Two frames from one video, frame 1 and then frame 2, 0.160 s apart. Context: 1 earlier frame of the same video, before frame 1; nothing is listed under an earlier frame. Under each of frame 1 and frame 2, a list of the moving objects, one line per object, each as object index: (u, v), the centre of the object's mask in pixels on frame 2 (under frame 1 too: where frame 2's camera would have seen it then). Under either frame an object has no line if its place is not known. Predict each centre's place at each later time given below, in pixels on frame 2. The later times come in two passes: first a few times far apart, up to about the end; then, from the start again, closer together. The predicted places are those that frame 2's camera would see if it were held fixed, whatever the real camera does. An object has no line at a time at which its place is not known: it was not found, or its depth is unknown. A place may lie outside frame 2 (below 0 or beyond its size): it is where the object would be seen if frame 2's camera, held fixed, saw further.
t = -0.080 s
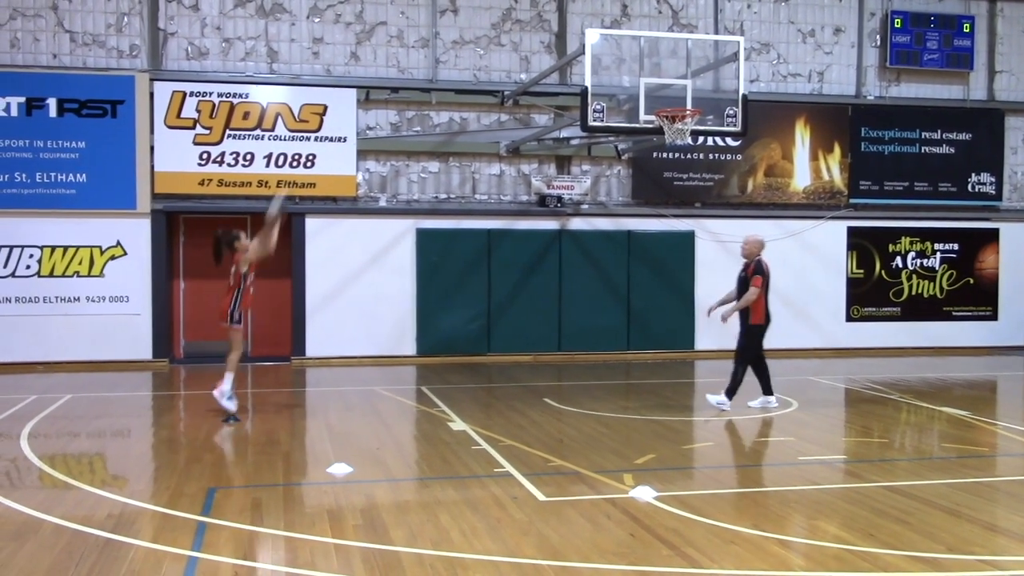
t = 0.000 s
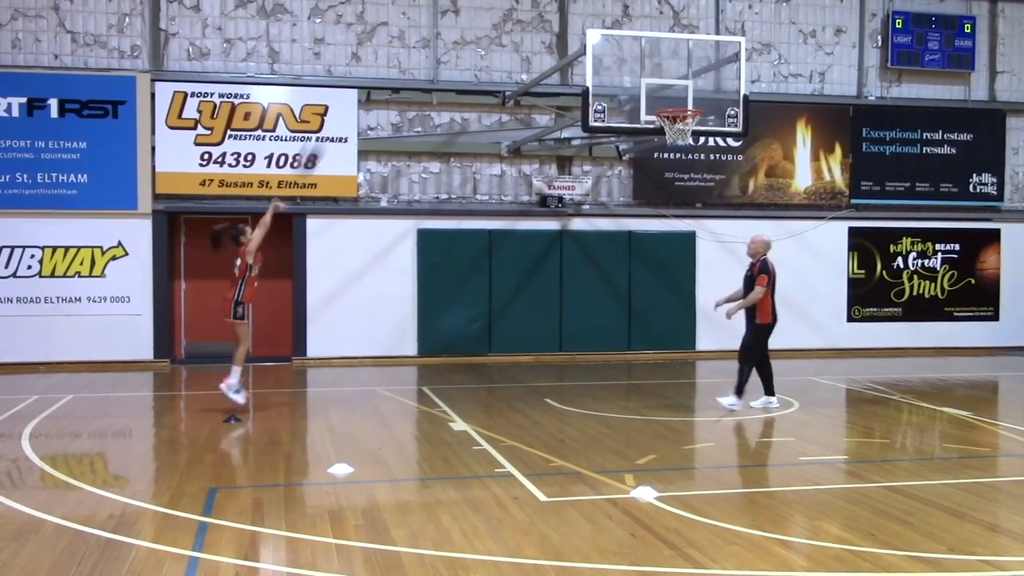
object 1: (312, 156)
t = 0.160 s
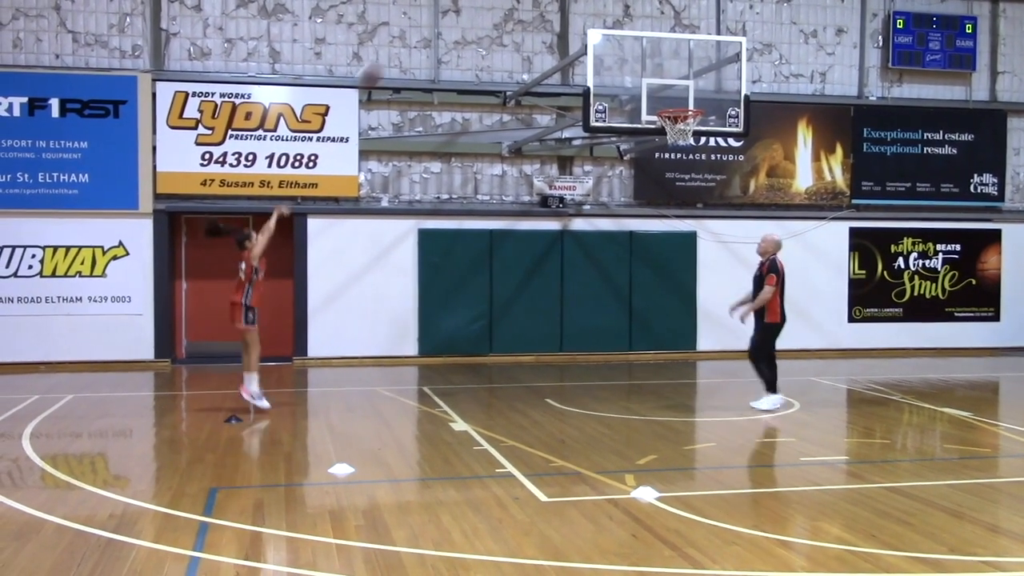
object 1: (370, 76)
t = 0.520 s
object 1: (491, -1)
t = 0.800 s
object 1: (579, 16)
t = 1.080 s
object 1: (661, 99)
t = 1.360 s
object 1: (701, 45)
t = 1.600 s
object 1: (735, 57)
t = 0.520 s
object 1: (491, -1)
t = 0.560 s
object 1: (504, -2)
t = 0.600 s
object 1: (518, -2)
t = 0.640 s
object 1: (530, 0)
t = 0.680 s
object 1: (544, 1)
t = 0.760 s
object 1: (567, 8)
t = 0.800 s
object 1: (579, 16)
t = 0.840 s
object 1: (592, 26)
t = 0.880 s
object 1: (604, 38)
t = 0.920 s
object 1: (617, 52)
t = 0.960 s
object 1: (628, 65)
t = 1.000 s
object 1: (638, 77)
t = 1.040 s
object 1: (653, 96)
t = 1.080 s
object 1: (661, 99)
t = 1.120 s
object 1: (666, 89)
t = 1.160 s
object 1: (671, 78)
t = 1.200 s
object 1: (676, 68)
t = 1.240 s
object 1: (683, 59)
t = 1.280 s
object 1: (689, 54)
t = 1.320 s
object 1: (695, 49)
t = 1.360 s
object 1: (701, 45)
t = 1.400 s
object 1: (707, 43)
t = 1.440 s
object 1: (712, 43)
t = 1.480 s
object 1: (718, 44)
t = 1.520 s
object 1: (724, 46)
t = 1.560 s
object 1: (729, 52)
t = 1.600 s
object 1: (735, 57)
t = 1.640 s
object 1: (740, 63)
